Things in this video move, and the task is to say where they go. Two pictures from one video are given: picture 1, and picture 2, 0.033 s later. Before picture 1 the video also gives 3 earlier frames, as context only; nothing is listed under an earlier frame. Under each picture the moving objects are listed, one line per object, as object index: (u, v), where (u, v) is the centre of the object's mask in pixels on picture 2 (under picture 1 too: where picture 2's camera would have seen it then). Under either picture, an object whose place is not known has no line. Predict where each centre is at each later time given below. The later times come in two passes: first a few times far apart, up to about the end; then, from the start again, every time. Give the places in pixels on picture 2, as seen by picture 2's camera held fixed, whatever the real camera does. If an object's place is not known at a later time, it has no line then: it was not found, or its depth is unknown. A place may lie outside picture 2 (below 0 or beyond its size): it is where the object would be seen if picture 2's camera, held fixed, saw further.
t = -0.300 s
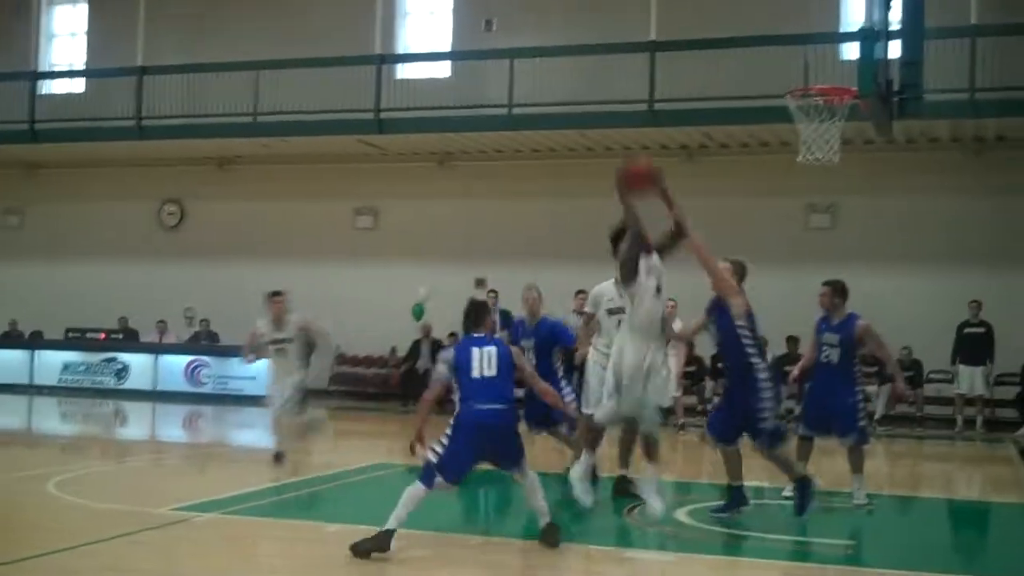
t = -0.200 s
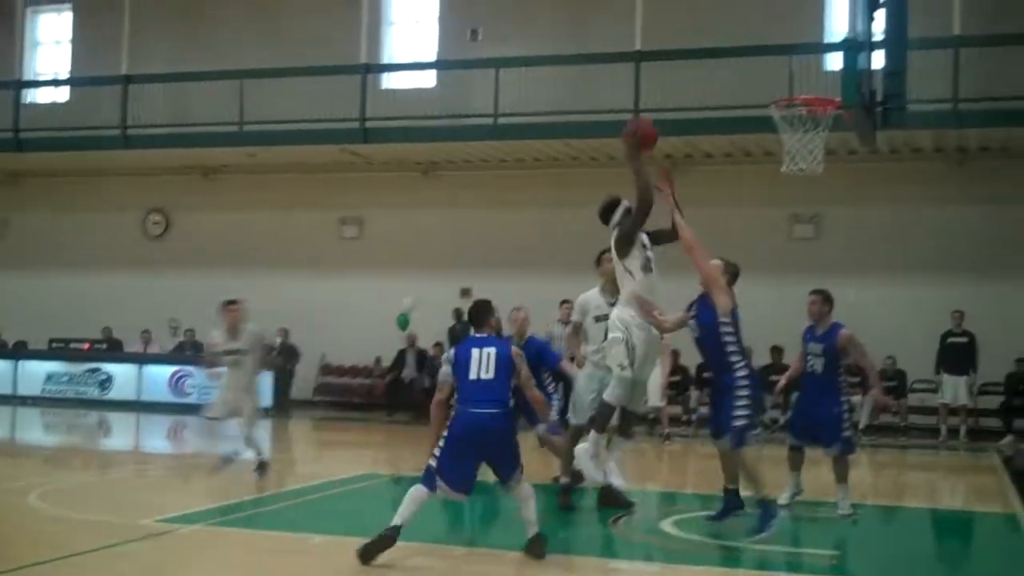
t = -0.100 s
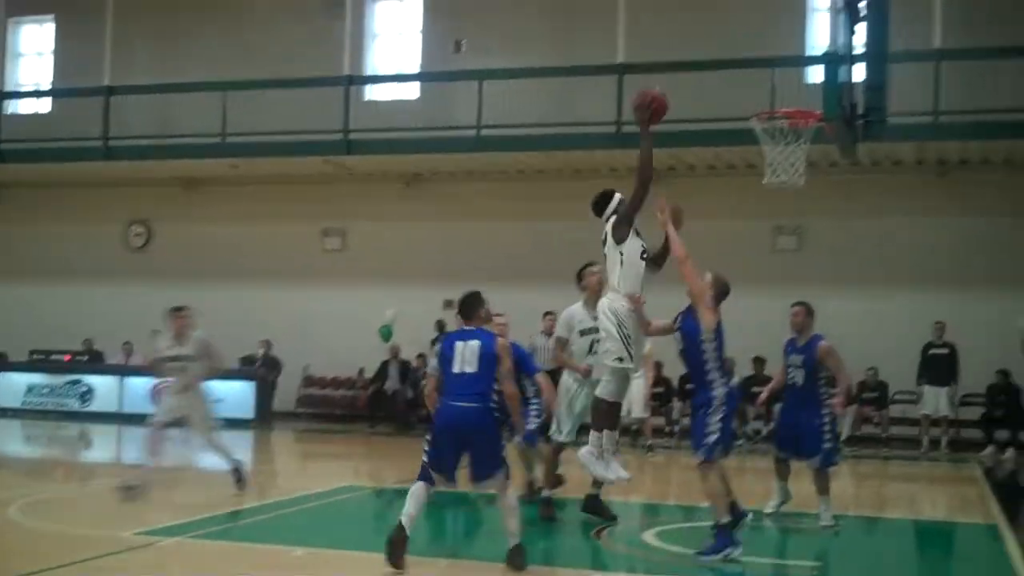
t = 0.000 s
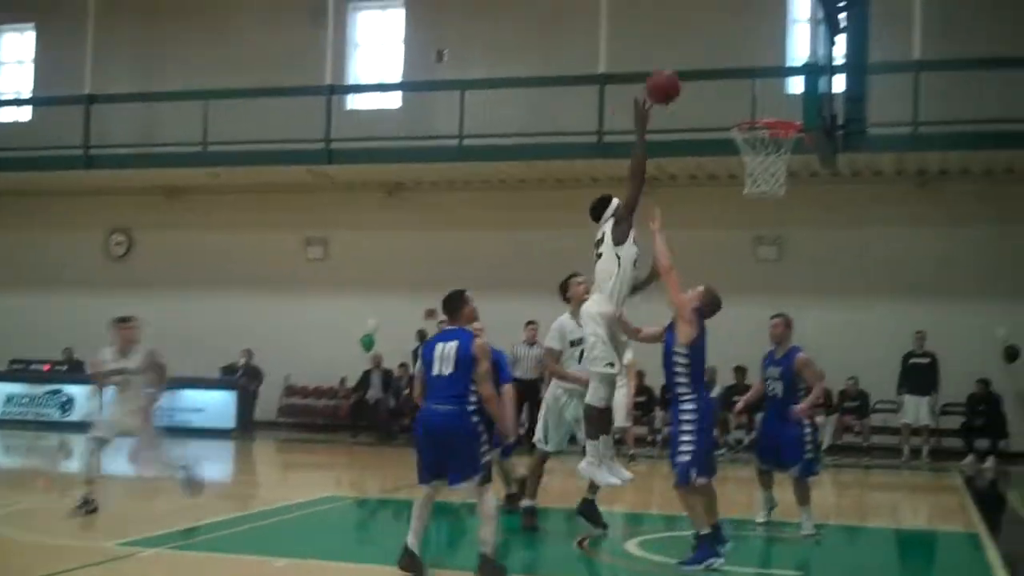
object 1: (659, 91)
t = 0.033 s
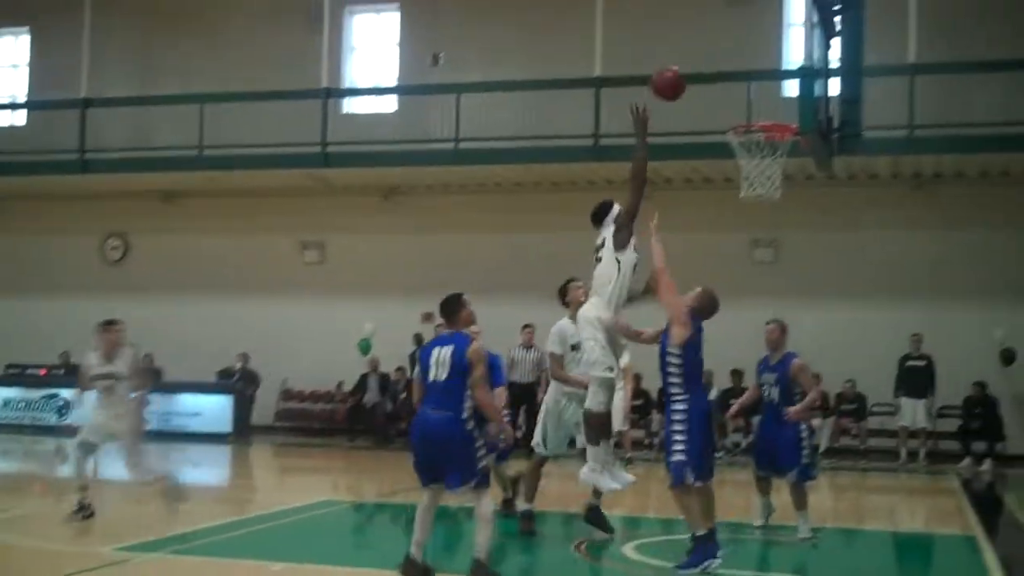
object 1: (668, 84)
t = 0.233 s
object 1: (729, 77)
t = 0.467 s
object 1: (778, 111)
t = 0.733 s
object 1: (787, 113)
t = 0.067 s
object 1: (679, 79)
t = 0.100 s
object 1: (690, 76)
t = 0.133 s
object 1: (700, 74)
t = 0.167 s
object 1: (709, 73)
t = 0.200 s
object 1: (719, 74)
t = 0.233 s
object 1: (729, 77)
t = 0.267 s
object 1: (737, 82)
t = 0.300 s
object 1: (748, 89)
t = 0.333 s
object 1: (757, 96)
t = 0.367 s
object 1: (766, 106)
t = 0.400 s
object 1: (774, 111)
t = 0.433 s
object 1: (776, 111)
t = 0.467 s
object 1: (778, 111)
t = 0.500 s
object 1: (780, 111)
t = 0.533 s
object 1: (783, 114)
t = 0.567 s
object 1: (783, 114)
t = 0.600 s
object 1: (784, 112)
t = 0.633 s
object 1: (785, 111)
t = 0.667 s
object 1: (785, 111)
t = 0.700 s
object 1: (786, 112)
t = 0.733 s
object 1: (787, 113)
